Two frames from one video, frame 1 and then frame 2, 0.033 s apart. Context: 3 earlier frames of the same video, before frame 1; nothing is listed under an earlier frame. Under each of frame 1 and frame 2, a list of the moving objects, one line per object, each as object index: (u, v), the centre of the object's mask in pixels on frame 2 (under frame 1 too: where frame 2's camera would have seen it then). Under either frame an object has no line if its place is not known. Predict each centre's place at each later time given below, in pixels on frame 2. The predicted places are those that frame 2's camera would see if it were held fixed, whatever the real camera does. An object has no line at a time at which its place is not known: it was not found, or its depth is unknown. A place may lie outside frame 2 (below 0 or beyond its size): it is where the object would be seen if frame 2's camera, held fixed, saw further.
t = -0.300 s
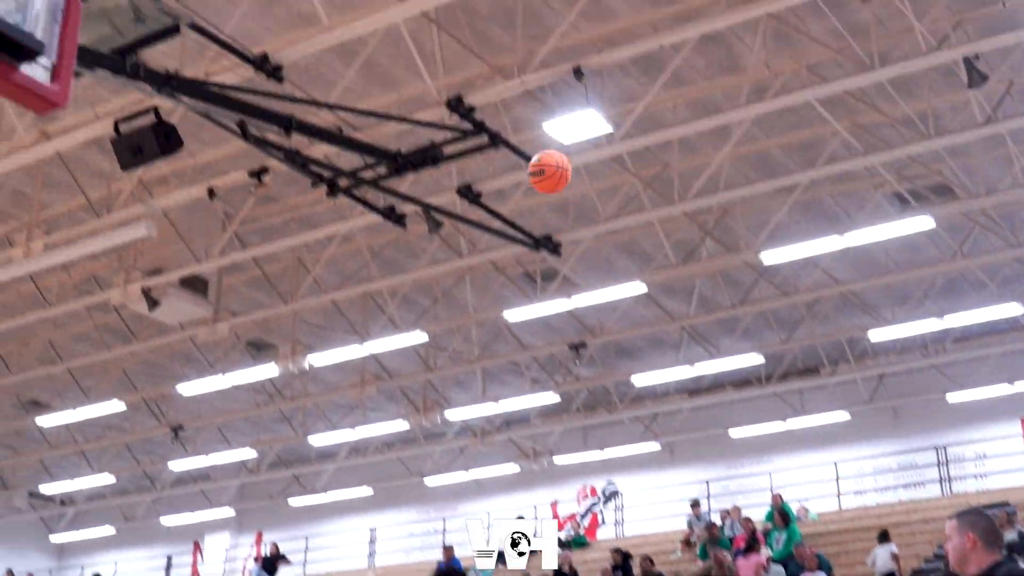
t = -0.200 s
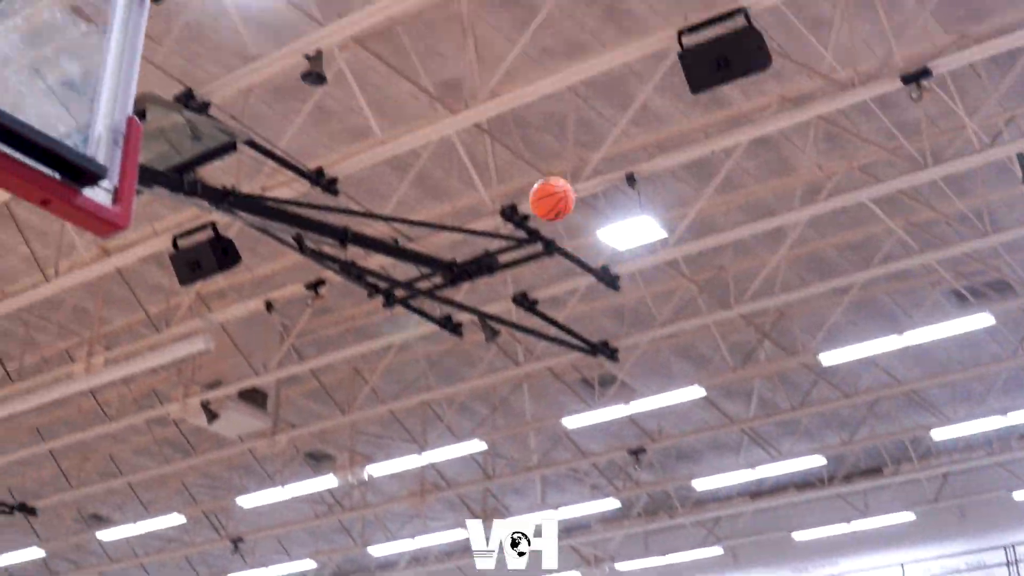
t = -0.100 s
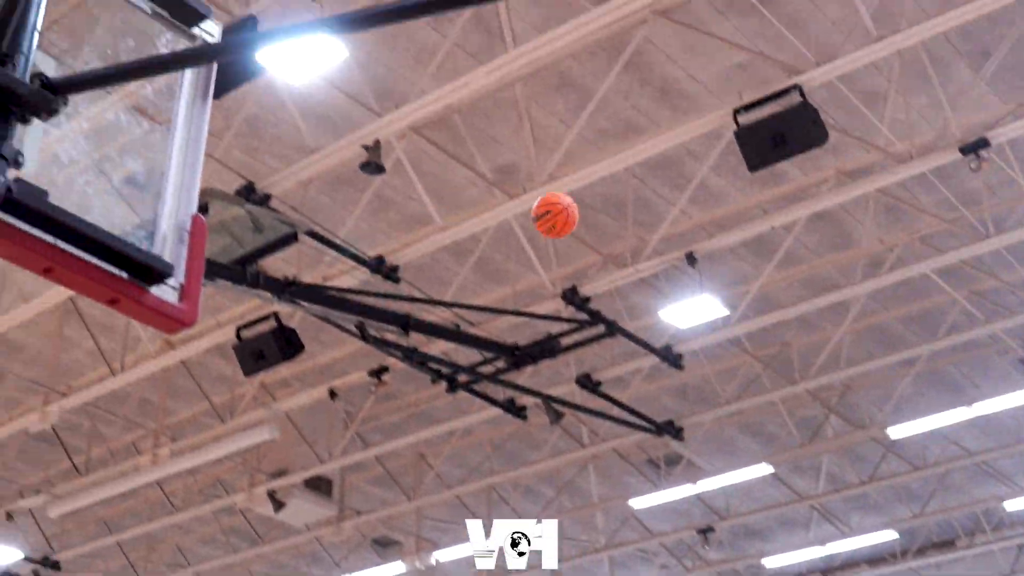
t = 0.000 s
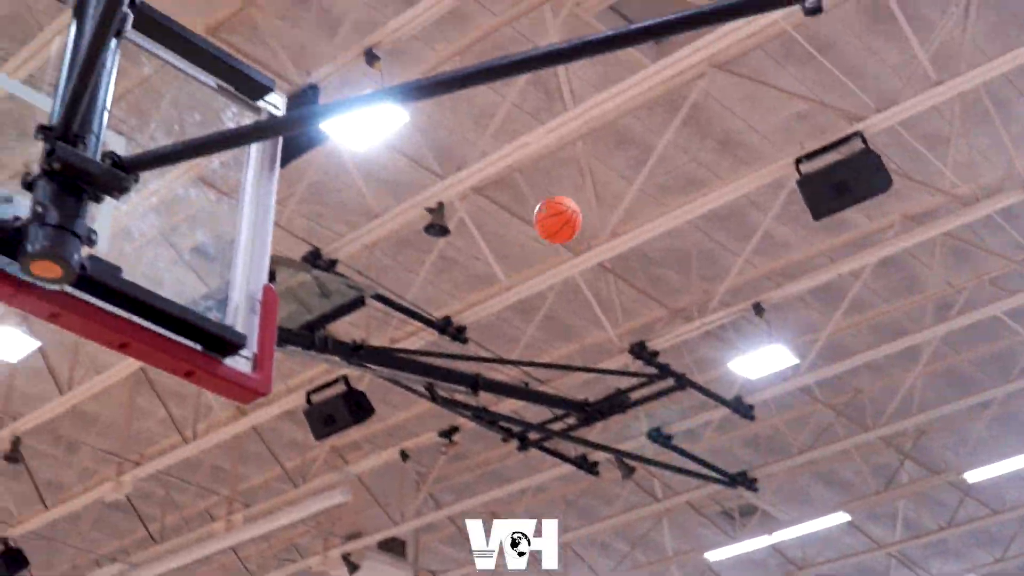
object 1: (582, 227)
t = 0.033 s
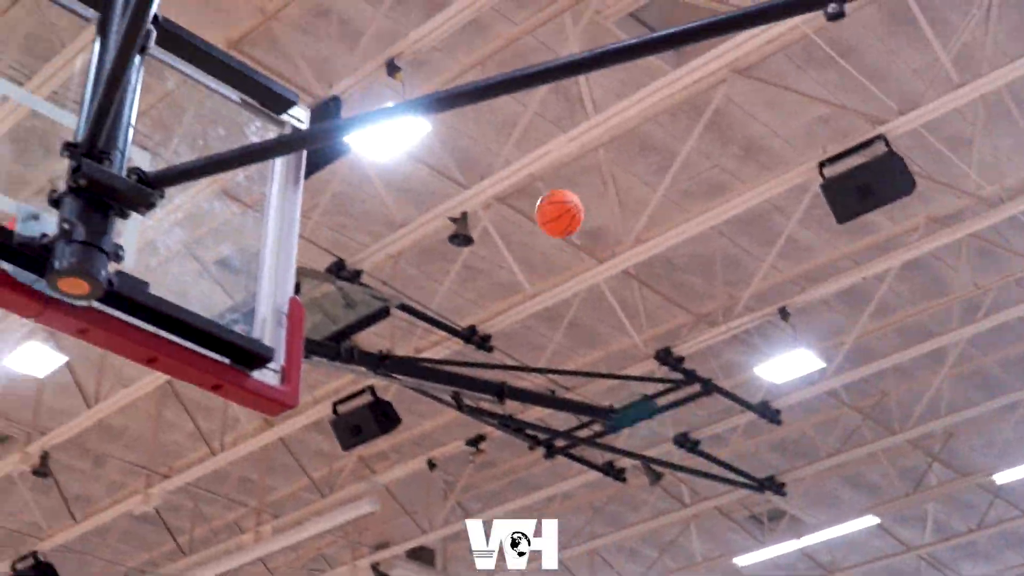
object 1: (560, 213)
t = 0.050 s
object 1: (548, 207)
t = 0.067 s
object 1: (537, 200)
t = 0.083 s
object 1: (526, 195)
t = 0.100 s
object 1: (515, 189)
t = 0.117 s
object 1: (505, 186)
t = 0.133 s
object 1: (491, 180)
